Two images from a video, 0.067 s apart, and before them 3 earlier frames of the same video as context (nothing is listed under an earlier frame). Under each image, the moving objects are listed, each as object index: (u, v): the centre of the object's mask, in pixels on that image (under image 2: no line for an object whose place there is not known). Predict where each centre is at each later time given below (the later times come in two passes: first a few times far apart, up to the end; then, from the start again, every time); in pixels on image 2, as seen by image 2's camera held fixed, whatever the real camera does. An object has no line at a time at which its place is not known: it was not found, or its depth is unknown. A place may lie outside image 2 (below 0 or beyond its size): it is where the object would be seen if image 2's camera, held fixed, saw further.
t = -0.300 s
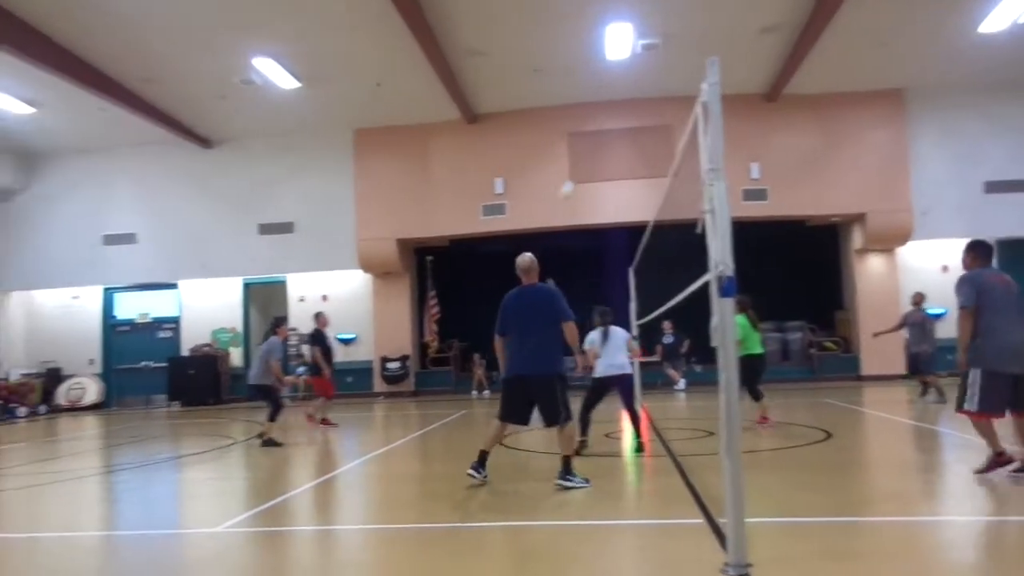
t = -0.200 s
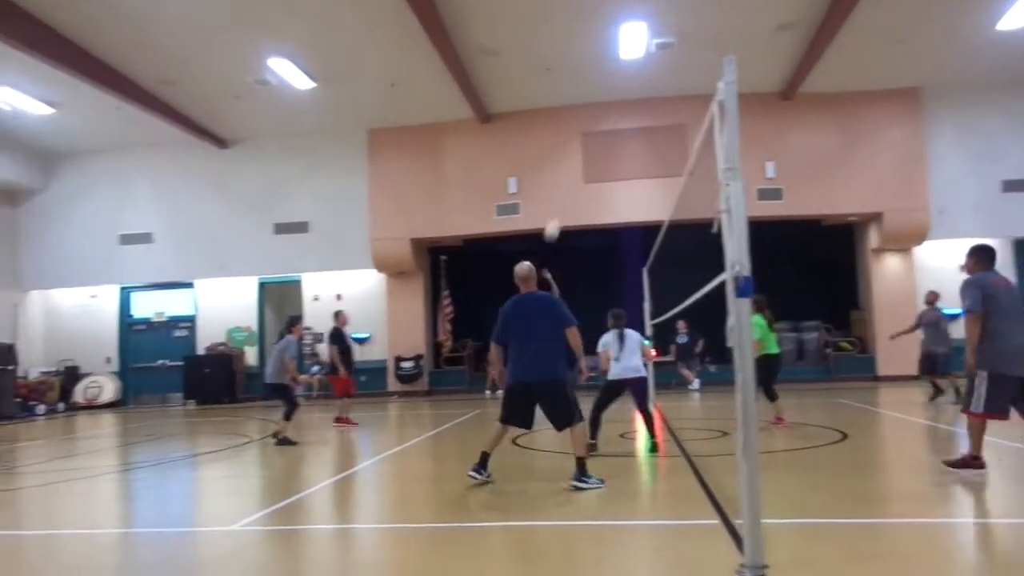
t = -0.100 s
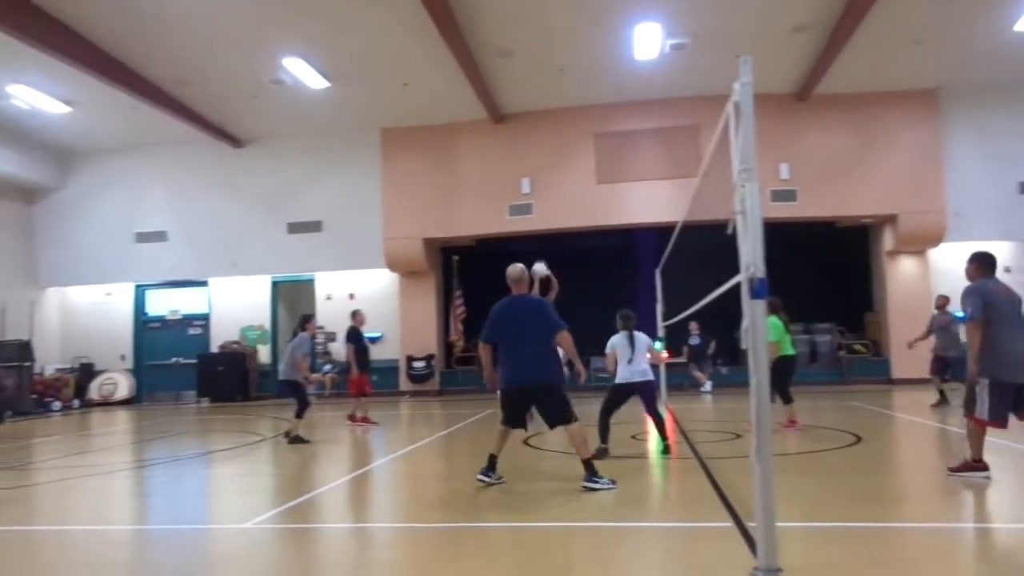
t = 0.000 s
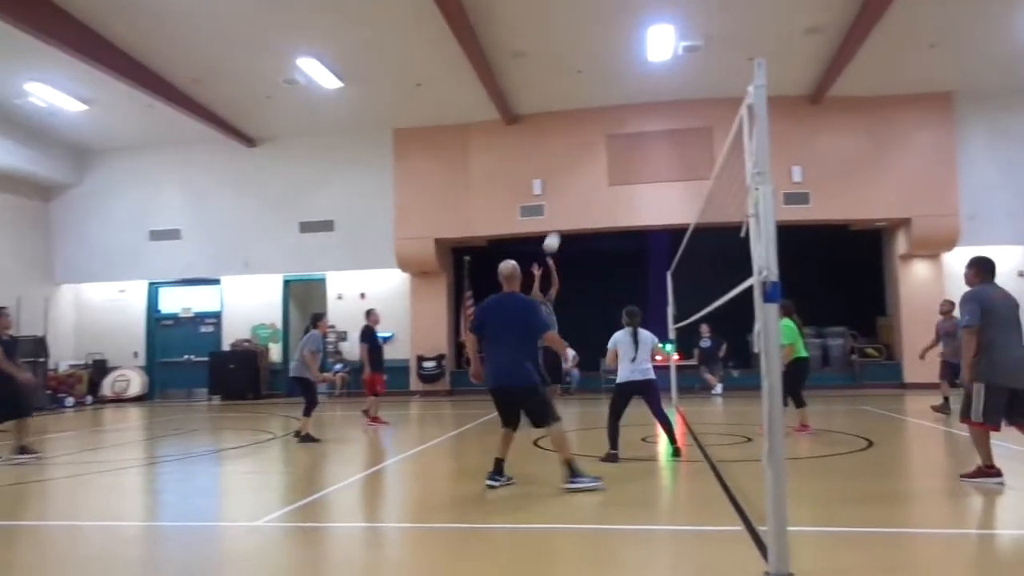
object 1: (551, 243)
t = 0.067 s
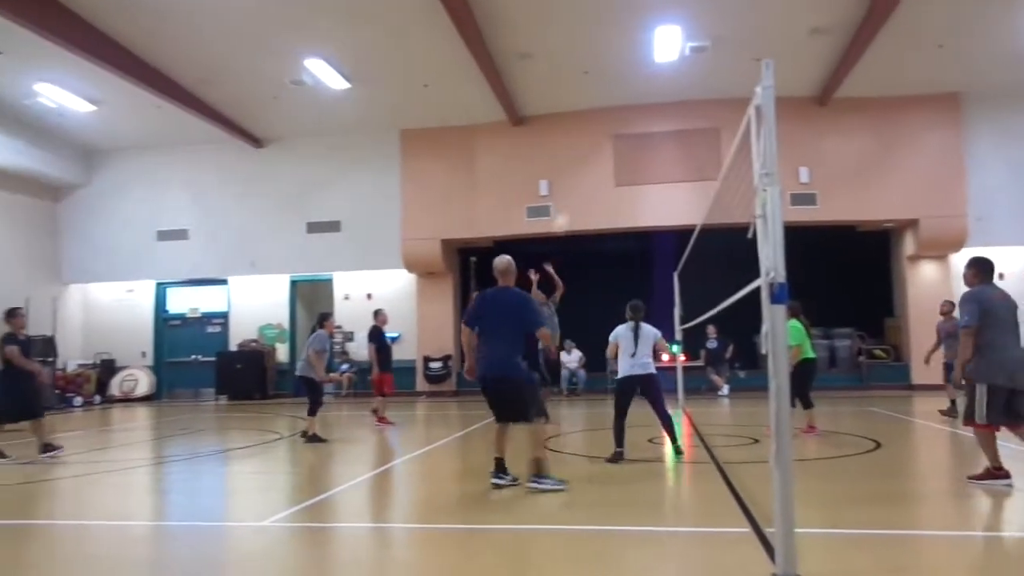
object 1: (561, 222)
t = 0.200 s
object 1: (567, 192)
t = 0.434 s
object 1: (579, 169)
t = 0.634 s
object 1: (589, 180)
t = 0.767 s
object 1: (598, 206)
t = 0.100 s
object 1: (563, 211)
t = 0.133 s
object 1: (564, 205)
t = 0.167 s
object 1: (565, 198)
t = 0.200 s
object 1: (567, 192)
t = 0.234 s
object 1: (569, 186)
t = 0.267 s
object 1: (570, 182)
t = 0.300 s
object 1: (571, 177)
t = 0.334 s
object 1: (572, 174)
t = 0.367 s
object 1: (574, 171)
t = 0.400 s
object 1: (576, 170)
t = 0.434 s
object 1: (579, 169)
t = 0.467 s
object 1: (580, 169)
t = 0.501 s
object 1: (581, 169)
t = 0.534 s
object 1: (583, 171)
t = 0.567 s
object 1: (585, 173)
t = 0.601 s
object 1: (588, 176)
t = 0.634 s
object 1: (589, 180)
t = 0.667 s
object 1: (591, 185)
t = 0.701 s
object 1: (593, 191)
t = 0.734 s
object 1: (596, 198)
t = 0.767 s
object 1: (598, 206)
